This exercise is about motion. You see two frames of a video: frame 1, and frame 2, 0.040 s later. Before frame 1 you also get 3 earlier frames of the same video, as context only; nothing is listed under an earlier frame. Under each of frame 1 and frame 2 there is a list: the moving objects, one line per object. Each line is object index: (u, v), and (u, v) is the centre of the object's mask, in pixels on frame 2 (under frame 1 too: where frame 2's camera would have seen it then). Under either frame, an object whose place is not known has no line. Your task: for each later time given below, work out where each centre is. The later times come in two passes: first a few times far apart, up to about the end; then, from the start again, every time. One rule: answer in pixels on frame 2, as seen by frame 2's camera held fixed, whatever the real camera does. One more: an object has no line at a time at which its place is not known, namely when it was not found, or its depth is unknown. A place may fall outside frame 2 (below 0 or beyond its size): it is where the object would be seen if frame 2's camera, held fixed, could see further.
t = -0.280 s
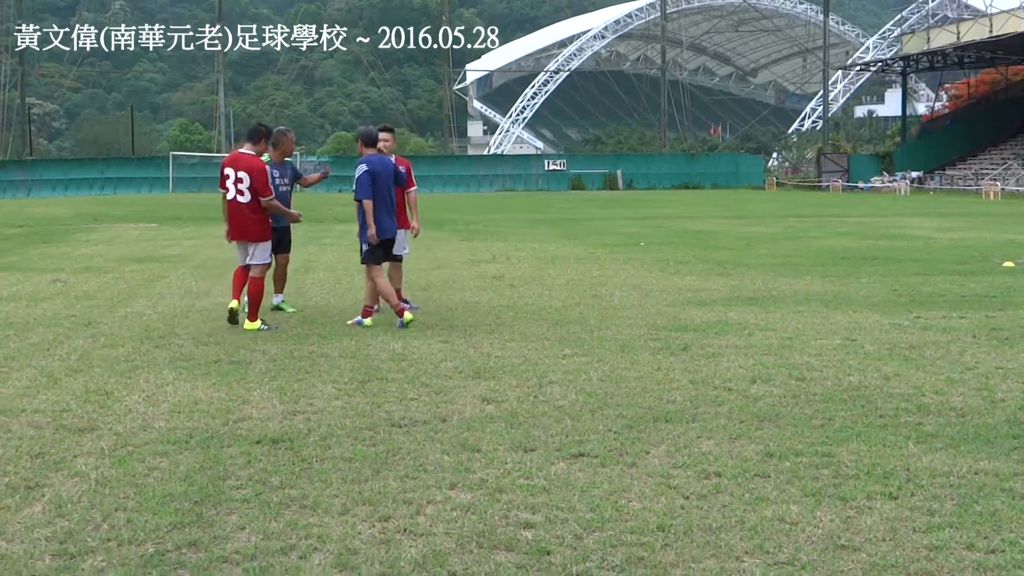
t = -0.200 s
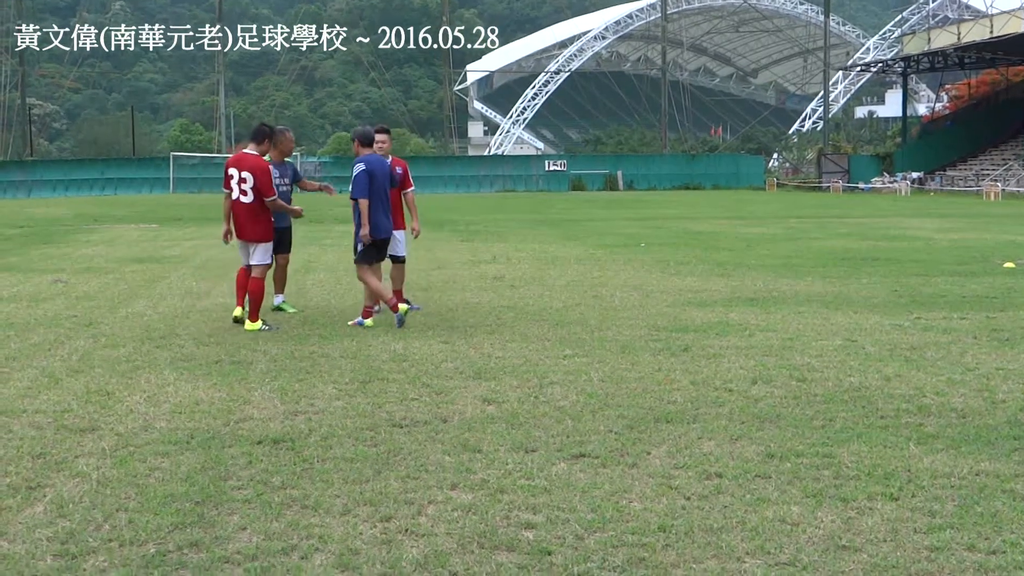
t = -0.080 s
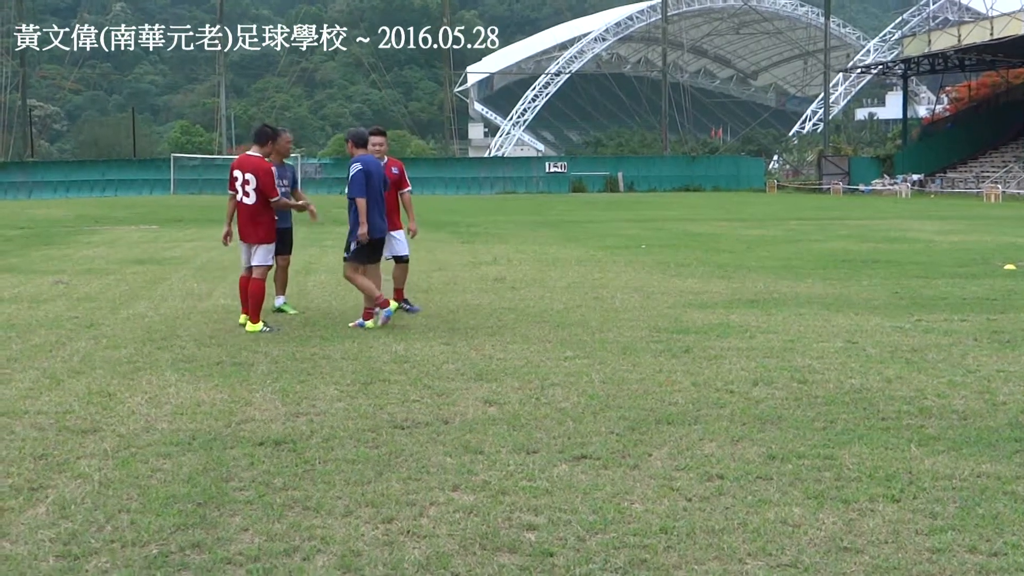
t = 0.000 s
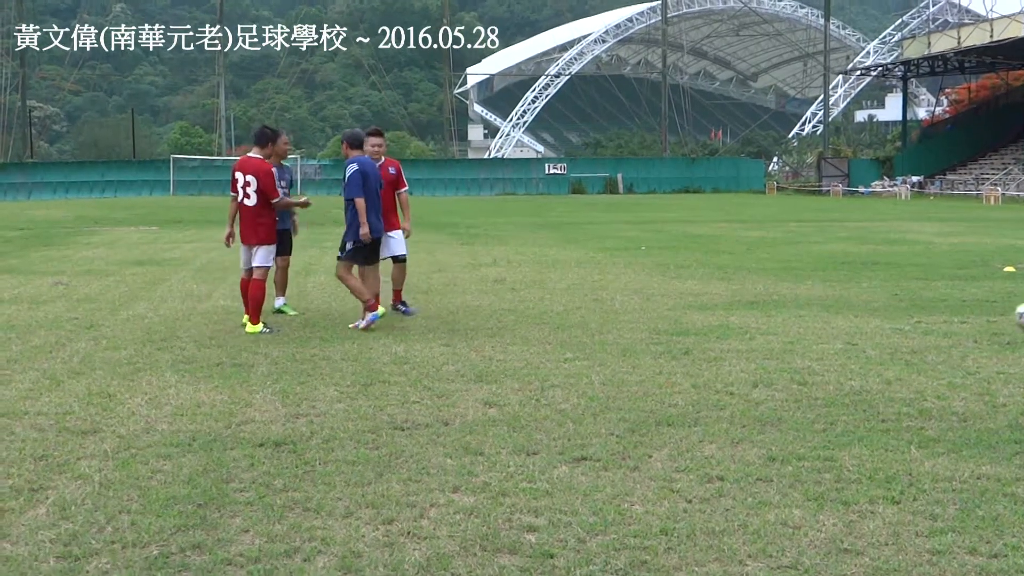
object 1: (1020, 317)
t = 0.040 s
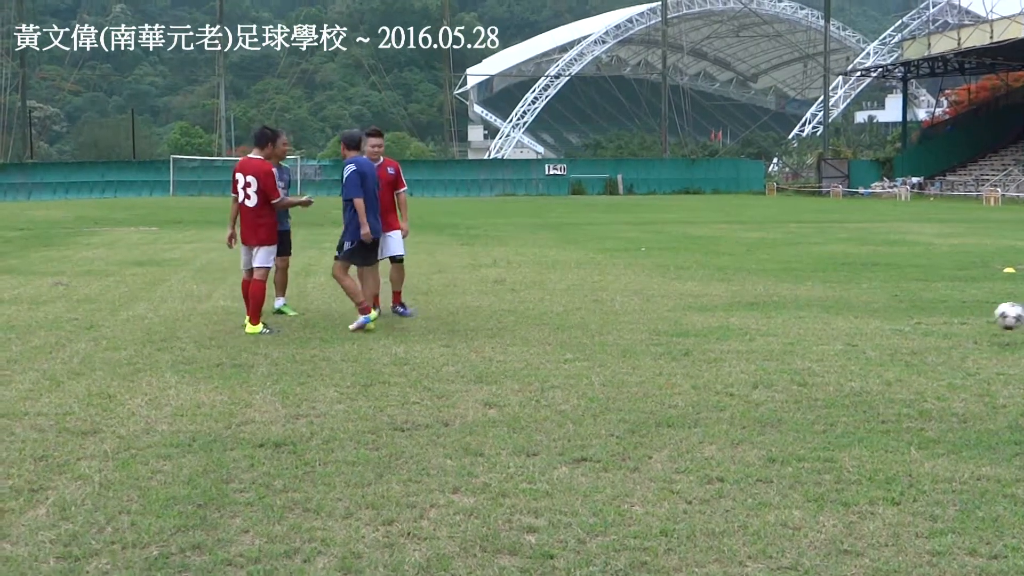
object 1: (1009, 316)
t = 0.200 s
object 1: (927, 331)
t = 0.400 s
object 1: (826, 323)
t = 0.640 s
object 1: (711, 320)
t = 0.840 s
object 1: (621, 318)
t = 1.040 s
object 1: (535, 320)
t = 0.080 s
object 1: (989, 316)
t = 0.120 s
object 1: (969, 319)
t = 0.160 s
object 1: (948, 324)
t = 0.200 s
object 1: (927, 331)
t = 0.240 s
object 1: (907, 328)
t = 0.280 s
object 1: (886, 323)
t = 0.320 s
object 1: (866, 321)
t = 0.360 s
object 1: (846, 321)
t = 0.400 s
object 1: (826, 323)
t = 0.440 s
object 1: (806, 327)
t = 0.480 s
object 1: (786, 327)
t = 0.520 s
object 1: (768, 323)
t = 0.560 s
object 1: (749, 320)
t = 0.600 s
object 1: (730, 319)
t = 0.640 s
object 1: (711, 320)
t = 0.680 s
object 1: (693, 323)
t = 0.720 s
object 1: (675, 324)
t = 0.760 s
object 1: (658, 320)
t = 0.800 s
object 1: (639, 318)
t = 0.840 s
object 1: (621, 318)
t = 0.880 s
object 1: (603, 321)
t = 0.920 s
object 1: (586, 322)
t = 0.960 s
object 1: (569, 319)
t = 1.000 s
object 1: (552, 319)
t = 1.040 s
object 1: (535, 320)
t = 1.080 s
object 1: (518, 321)
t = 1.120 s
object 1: (502, 319)
